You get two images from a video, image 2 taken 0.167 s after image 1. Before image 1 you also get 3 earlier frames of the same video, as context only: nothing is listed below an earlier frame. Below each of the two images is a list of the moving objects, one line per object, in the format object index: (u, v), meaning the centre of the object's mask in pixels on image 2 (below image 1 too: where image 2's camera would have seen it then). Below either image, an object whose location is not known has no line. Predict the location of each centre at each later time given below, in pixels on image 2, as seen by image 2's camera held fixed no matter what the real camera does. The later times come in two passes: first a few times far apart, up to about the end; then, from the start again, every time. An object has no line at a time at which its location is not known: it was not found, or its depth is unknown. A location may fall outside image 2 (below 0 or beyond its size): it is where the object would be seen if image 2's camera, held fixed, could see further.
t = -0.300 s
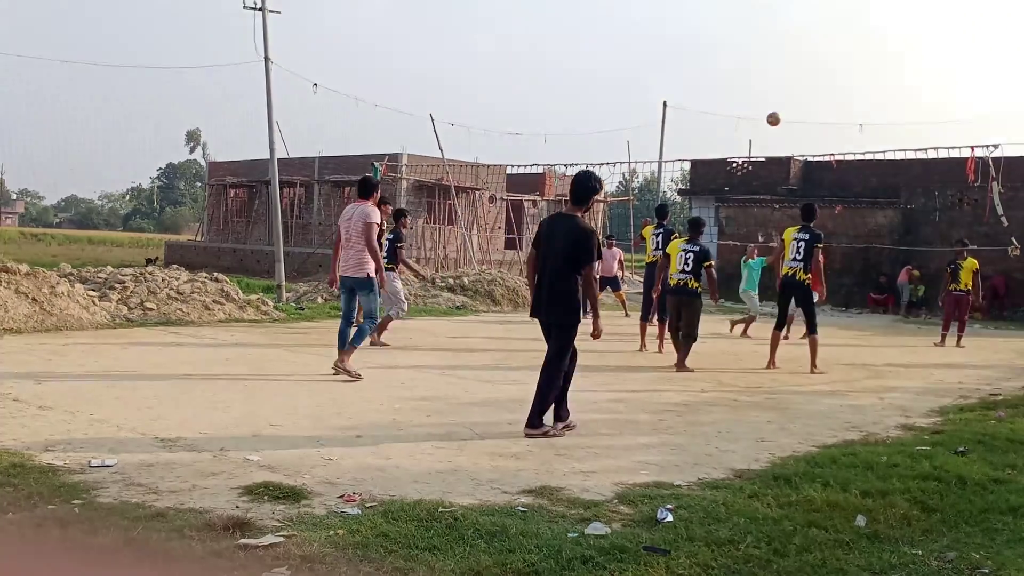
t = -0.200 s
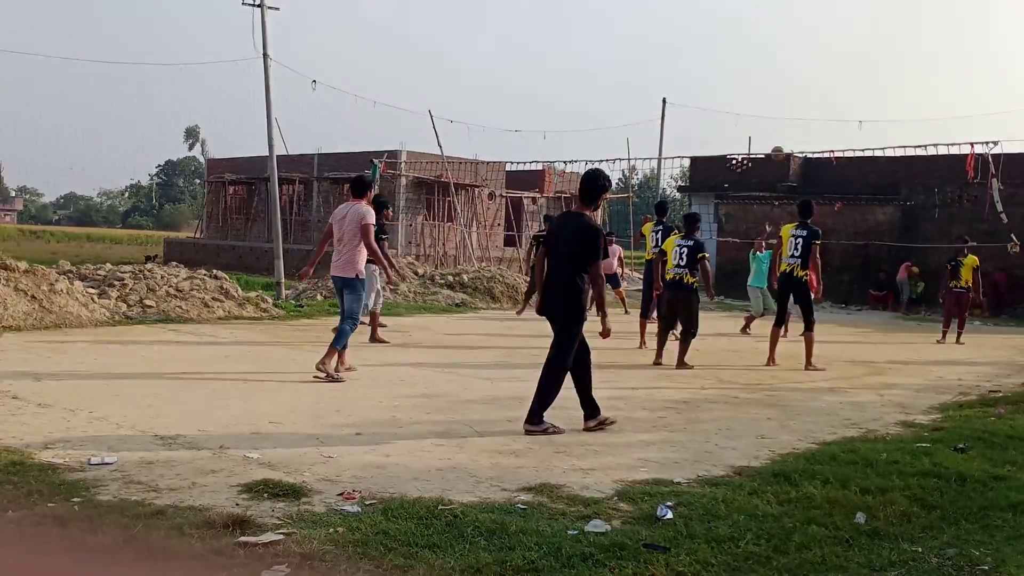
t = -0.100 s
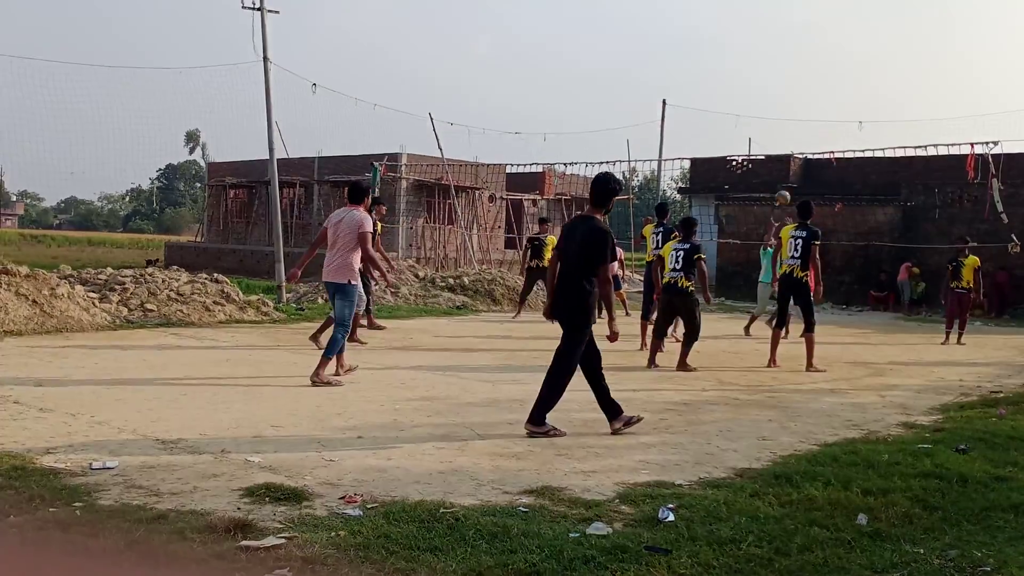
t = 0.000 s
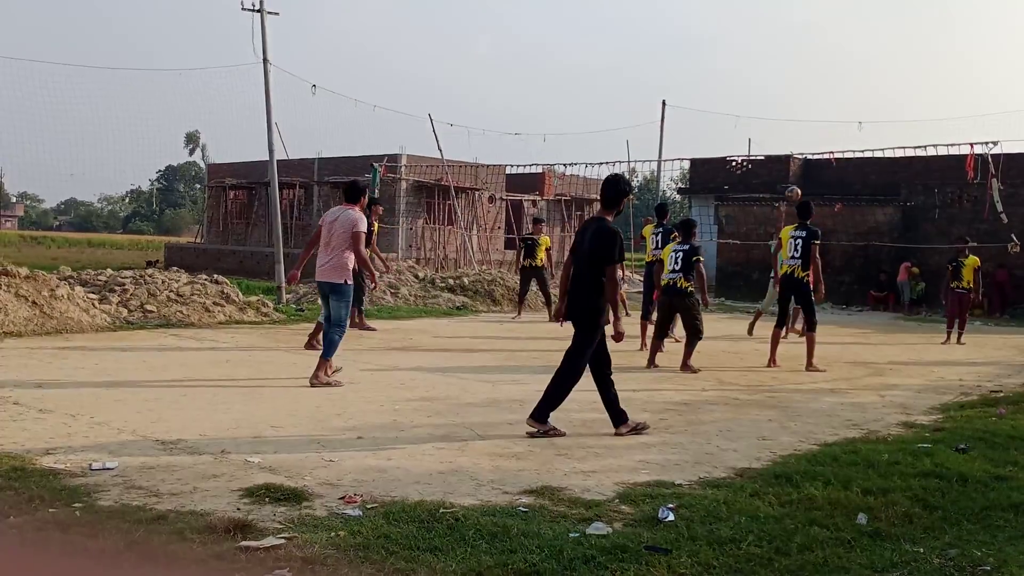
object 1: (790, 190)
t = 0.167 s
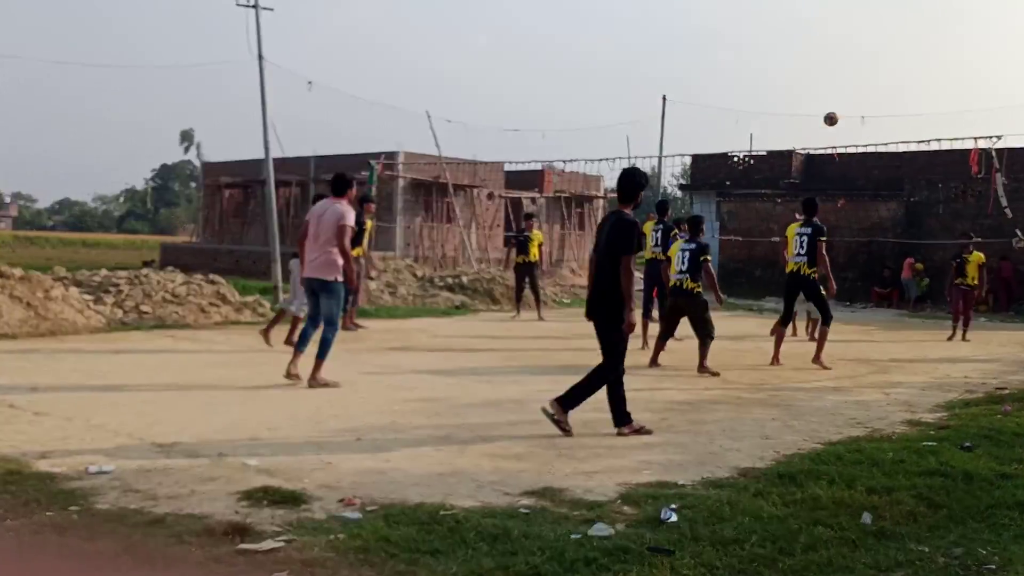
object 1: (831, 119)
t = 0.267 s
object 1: (847, 86)
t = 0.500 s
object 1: (900, 30)
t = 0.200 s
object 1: (837, 107)
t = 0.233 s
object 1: (842, 96)
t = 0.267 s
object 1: (847, 86)
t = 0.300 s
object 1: (852, 77)
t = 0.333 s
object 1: (862, 67)
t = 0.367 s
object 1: (870, 58)
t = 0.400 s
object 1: (877, 50)
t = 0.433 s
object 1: (885, 43)
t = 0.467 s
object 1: (893, 36)
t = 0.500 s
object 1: (900, 30)
